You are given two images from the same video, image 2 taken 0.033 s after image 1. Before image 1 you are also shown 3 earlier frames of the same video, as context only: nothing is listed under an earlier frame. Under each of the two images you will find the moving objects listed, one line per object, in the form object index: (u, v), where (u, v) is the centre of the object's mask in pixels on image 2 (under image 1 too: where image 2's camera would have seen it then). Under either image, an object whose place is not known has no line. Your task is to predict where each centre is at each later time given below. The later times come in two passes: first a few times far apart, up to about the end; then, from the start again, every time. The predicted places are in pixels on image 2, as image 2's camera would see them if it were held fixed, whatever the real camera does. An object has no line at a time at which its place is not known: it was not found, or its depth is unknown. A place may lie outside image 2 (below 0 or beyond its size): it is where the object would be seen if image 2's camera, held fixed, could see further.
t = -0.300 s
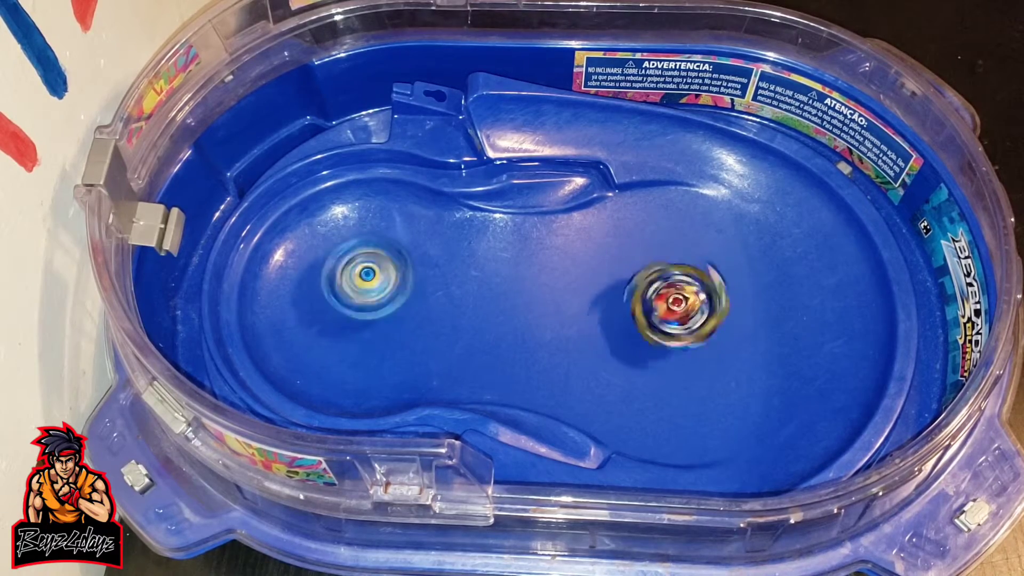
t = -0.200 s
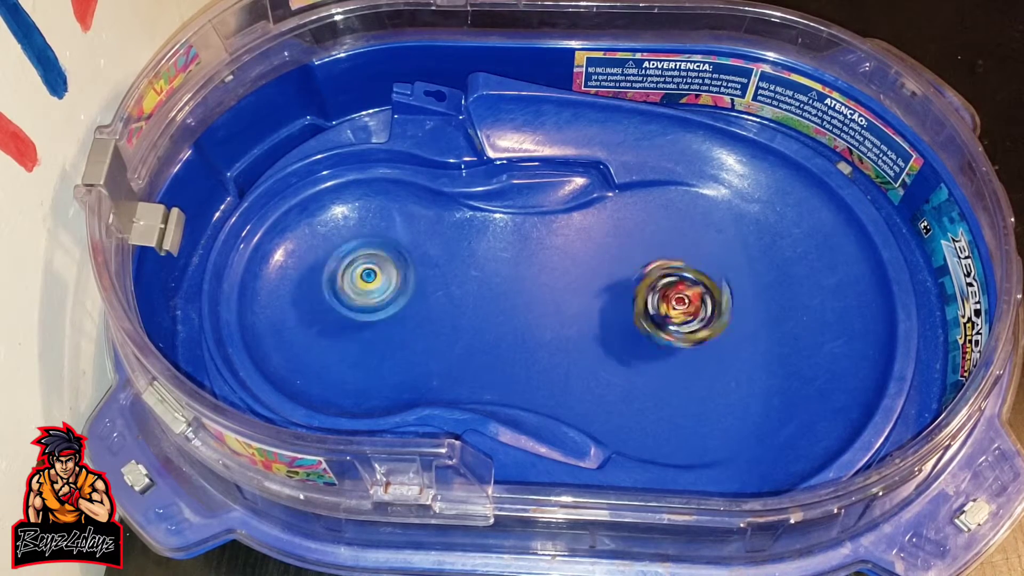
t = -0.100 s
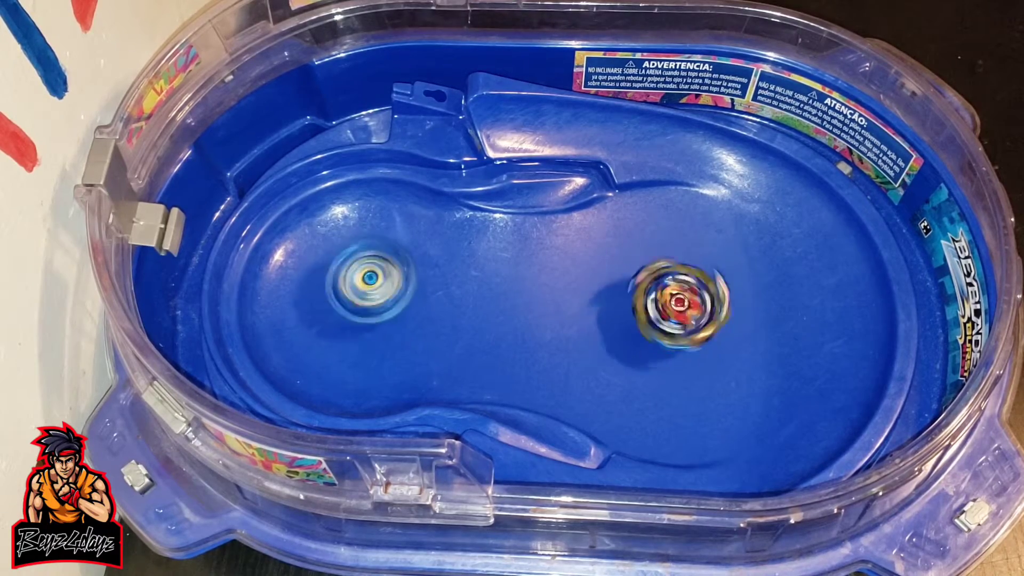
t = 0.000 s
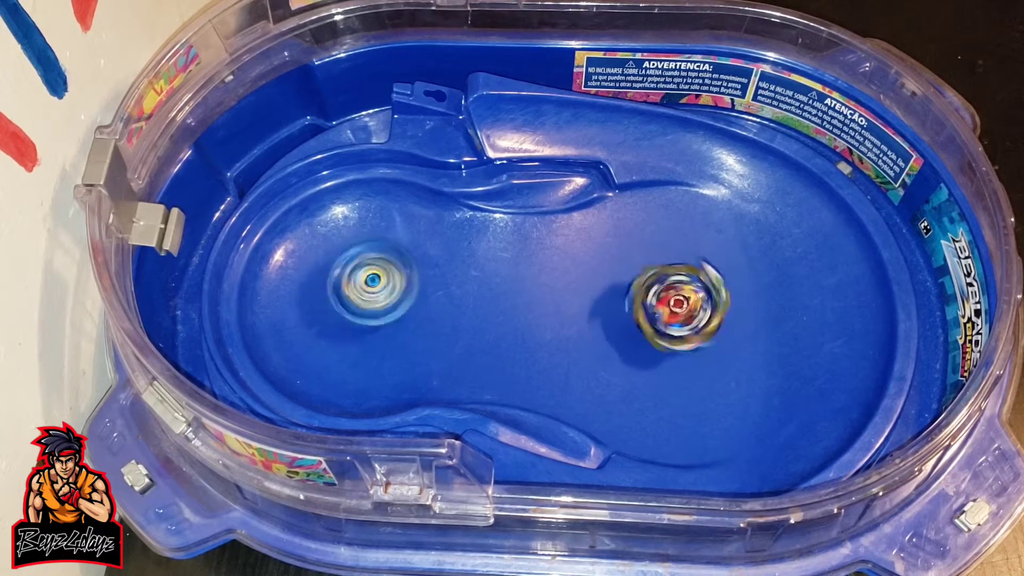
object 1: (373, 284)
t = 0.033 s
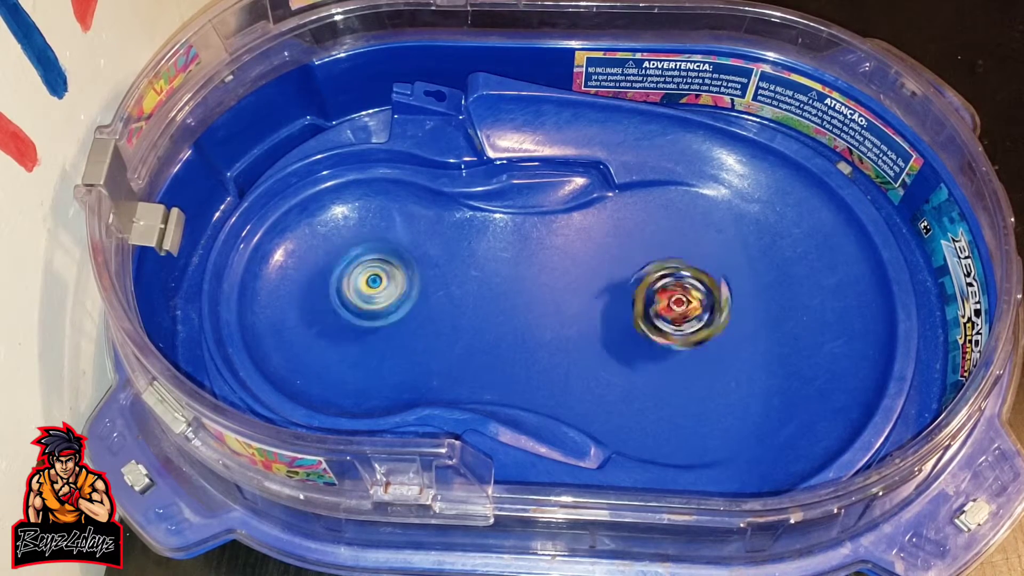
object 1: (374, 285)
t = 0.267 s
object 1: (383, 291)
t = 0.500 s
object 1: (391, 291)
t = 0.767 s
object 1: (390, 286)
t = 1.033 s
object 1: (376, 283)
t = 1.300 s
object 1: (364, 285)
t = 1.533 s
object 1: (360, 289)
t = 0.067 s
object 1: (375, 286)
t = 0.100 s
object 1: (376, 286)
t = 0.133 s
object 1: (377, 288)
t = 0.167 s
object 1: (379, 288)
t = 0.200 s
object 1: (380, 289)
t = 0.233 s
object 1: (381, 290)
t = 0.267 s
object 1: (383, 291)
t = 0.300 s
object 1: (384, 291)
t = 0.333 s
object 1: (385, 291)
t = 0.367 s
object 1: (386, 291)
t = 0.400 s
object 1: (388, 291)
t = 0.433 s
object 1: (389, 291)
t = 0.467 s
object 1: (390, 291)
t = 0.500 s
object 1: (391, 291)
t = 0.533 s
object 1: (392, 290)
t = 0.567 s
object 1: (392, 290)
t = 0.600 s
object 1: (393, 289)
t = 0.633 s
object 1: (393, 288)
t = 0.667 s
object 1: (393, 288)
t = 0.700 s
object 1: (392, 287)
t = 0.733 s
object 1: (390, 286)
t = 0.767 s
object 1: (390, 286)
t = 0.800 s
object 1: (388, 285)
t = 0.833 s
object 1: (387, 284)
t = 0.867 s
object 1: (385, 283)
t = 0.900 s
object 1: (384, 283)
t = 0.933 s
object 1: (382, 283)
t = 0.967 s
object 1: (379, 283)
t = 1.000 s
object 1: (378, 283)
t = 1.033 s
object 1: (376, 283)
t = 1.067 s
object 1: (375, 283)
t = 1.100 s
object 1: (372, 284)
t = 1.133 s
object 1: (372, 284)
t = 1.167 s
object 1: (370, 283)
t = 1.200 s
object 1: (368, 283)
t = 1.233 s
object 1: (367, 284)
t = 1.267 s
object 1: (366, 284)
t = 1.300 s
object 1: (364, 285)
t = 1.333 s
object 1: (363, 285)
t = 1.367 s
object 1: (362, 286)
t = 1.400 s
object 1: (361, 287)
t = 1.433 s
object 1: (360, 287)
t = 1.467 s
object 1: (360, 288)
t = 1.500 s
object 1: (360, 288)
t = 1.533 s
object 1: (360, 289)
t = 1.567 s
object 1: (360, 289)
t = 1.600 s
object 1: (362, 290)
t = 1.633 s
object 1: (362, 290)
